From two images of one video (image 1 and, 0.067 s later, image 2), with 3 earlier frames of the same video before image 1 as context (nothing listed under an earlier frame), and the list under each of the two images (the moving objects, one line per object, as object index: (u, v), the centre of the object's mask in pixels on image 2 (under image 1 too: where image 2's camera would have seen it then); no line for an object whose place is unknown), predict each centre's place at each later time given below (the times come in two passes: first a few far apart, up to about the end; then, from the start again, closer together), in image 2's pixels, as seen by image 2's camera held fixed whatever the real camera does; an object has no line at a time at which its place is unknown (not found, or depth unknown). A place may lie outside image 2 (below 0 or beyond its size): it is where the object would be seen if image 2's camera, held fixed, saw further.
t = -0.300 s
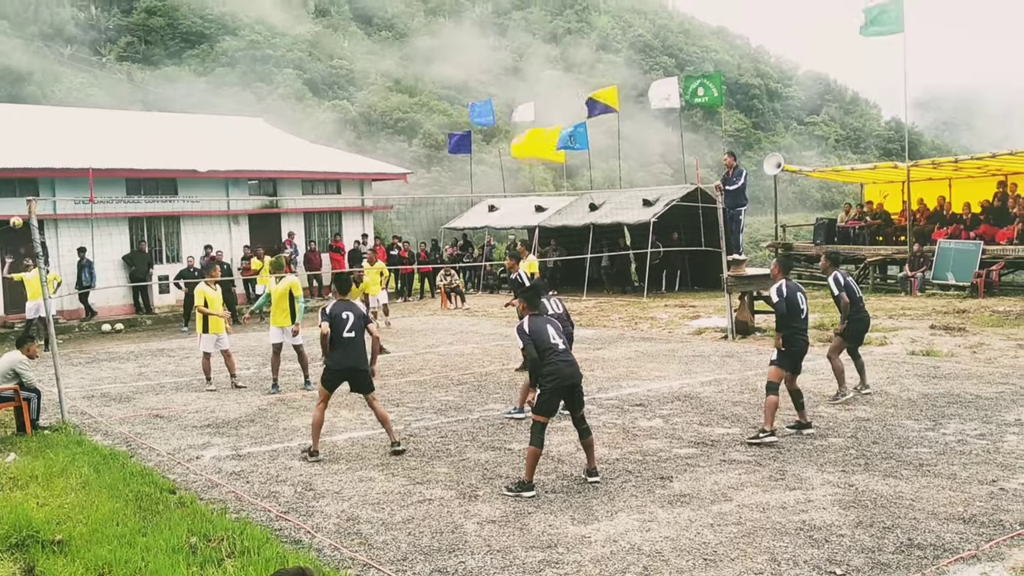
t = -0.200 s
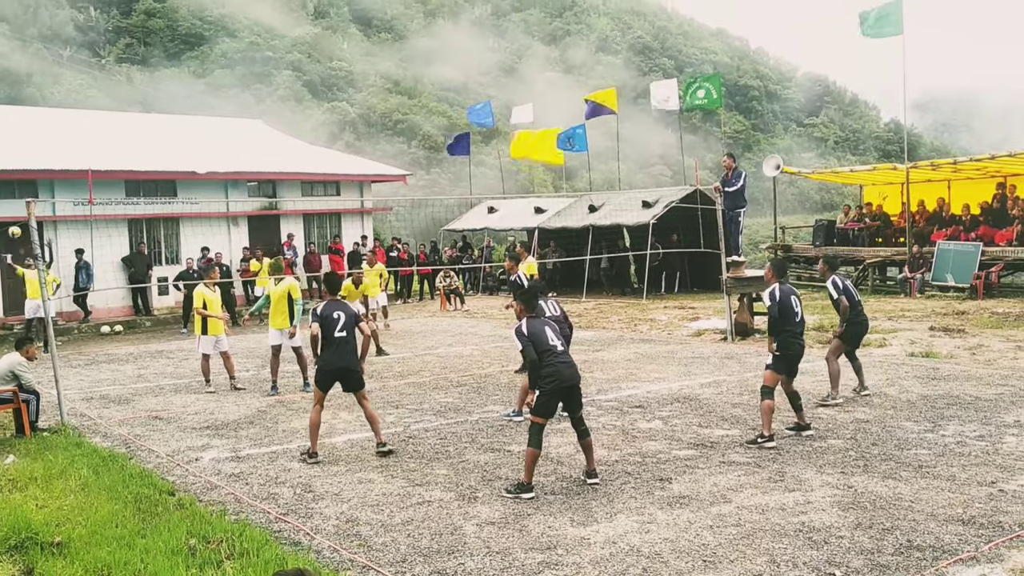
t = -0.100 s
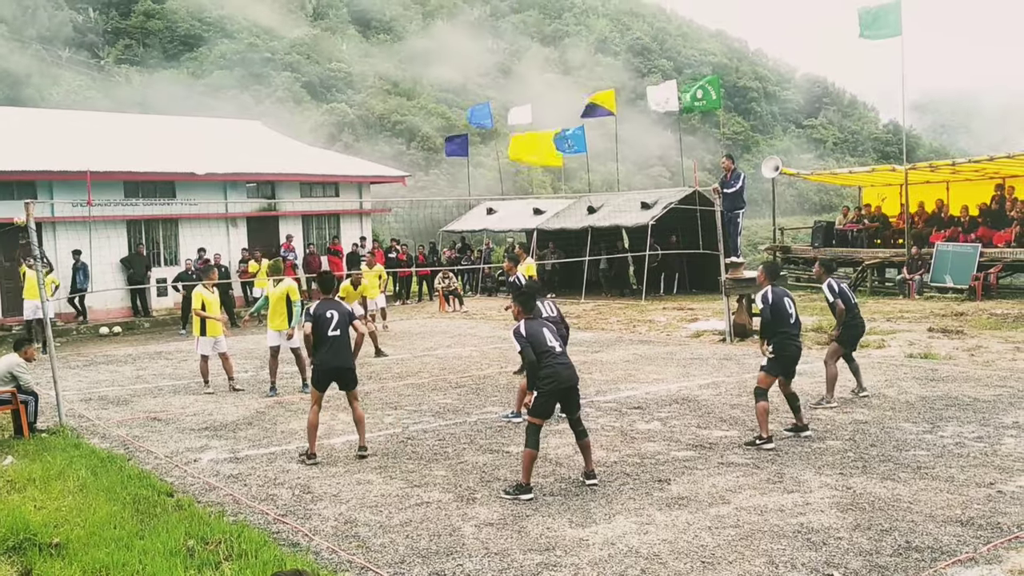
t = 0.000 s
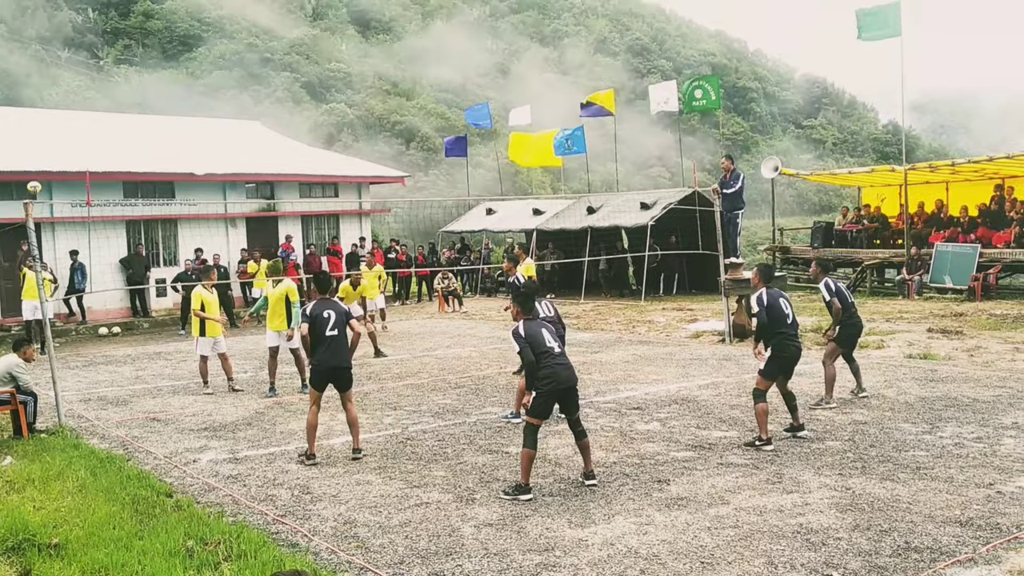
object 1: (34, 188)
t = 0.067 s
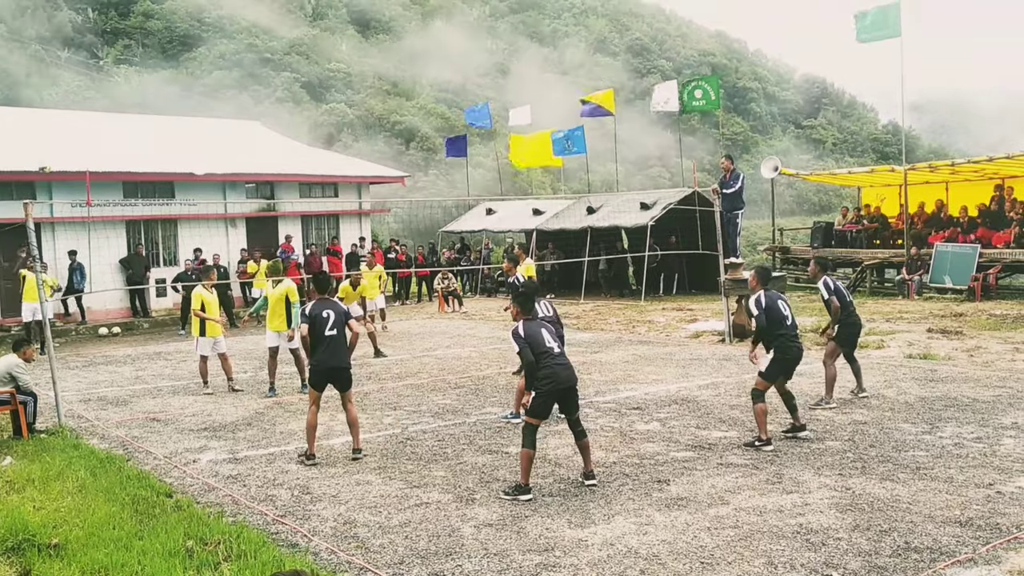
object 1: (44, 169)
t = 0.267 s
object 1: (80, 111)
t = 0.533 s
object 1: (150, 66)
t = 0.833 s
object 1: (273, 82)
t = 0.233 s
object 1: (74, 121)
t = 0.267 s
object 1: (80, 111)
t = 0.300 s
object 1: (87, 103)
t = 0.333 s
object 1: (95, 96)
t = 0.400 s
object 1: (112, 83)
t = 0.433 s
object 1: (121, 77)
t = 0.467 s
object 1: (129, 73)
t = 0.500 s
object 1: (140, 69)
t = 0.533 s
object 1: (150, 66)
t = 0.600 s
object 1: (172, 62)
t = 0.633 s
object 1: (185, 62)
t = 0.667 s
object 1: (198, 62)
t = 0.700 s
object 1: (211, 64)
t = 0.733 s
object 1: (225, 67)
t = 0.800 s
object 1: (256, 76)
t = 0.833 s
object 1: (273, 82)
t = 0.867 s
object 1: (291, 91)
